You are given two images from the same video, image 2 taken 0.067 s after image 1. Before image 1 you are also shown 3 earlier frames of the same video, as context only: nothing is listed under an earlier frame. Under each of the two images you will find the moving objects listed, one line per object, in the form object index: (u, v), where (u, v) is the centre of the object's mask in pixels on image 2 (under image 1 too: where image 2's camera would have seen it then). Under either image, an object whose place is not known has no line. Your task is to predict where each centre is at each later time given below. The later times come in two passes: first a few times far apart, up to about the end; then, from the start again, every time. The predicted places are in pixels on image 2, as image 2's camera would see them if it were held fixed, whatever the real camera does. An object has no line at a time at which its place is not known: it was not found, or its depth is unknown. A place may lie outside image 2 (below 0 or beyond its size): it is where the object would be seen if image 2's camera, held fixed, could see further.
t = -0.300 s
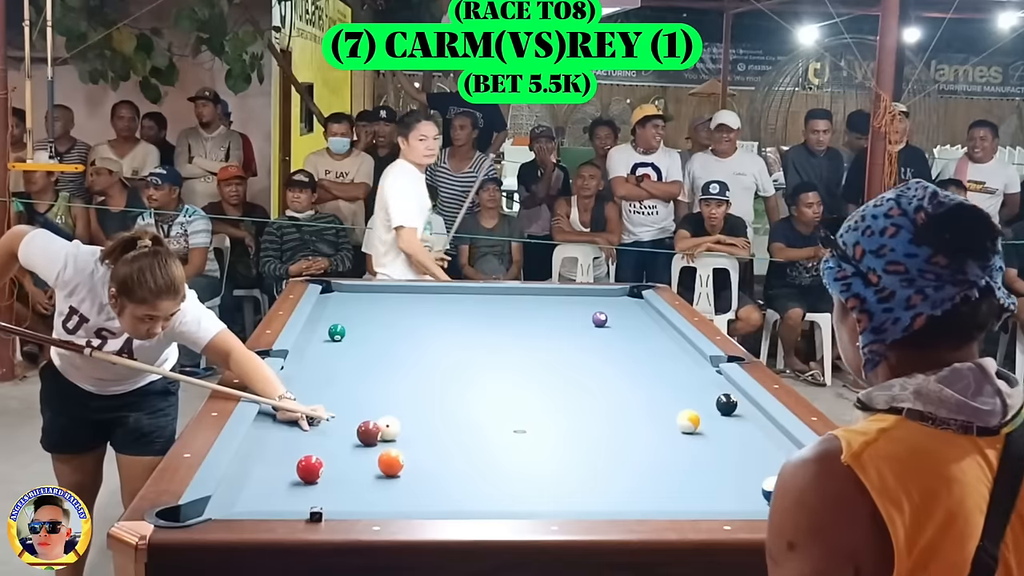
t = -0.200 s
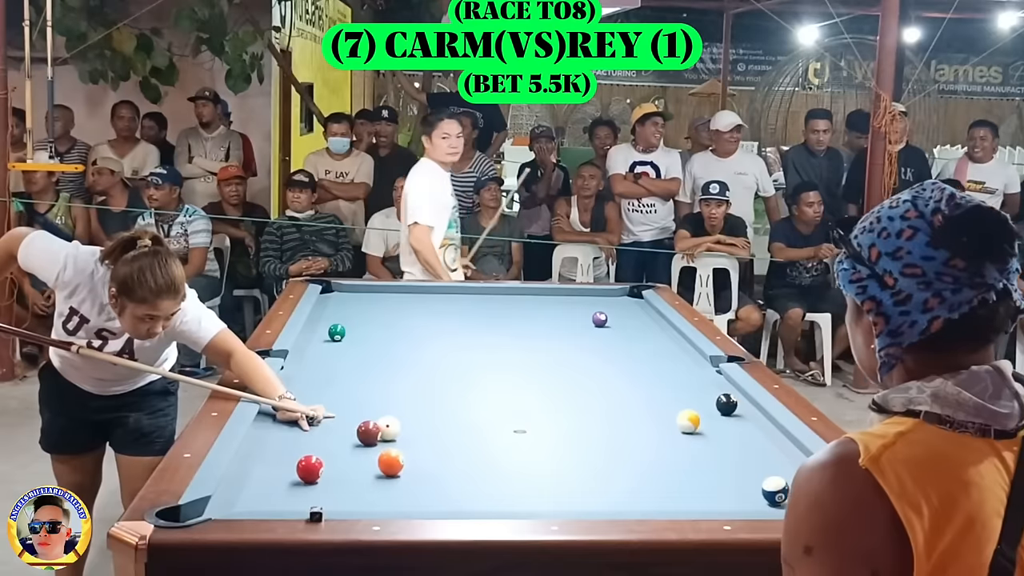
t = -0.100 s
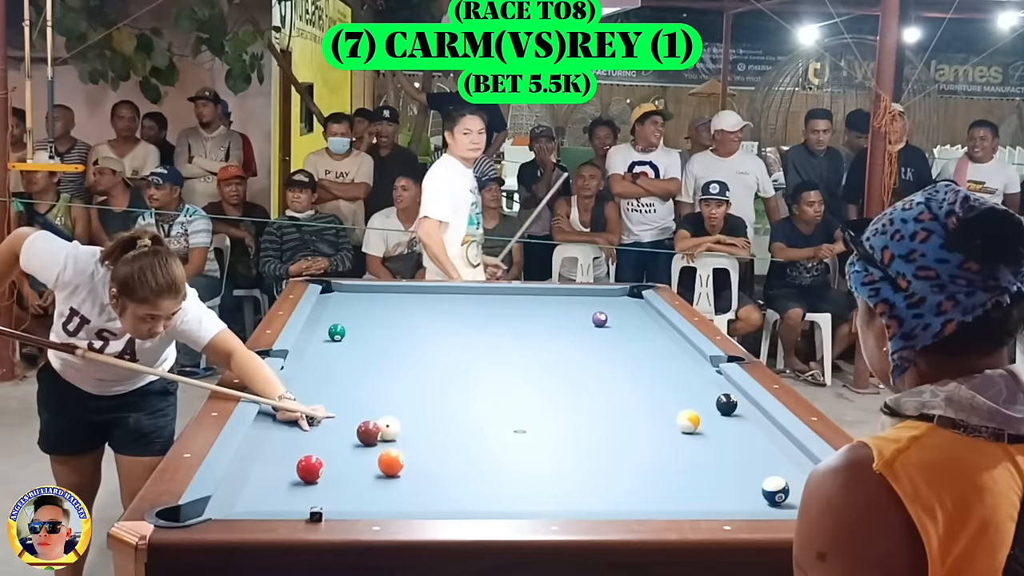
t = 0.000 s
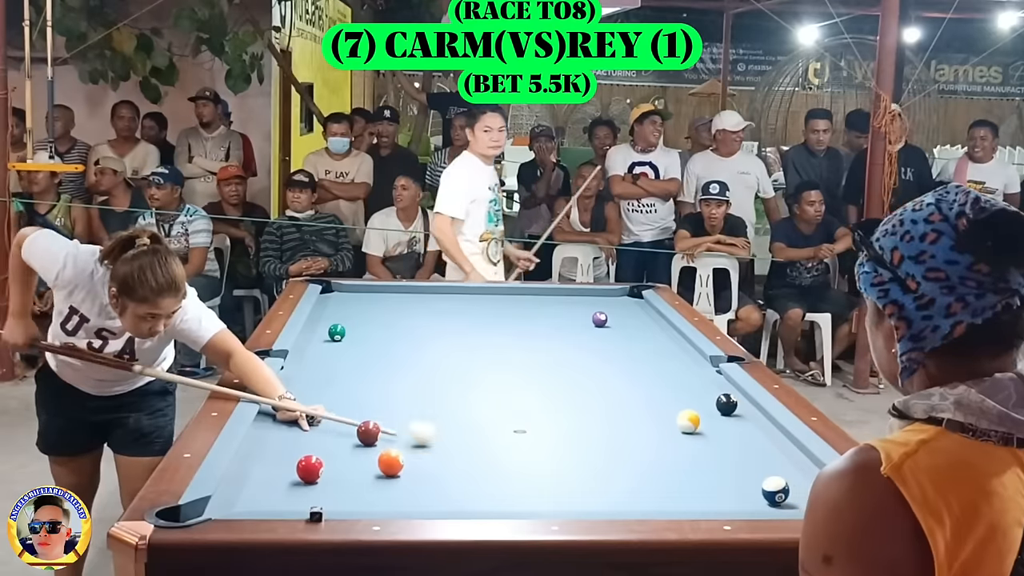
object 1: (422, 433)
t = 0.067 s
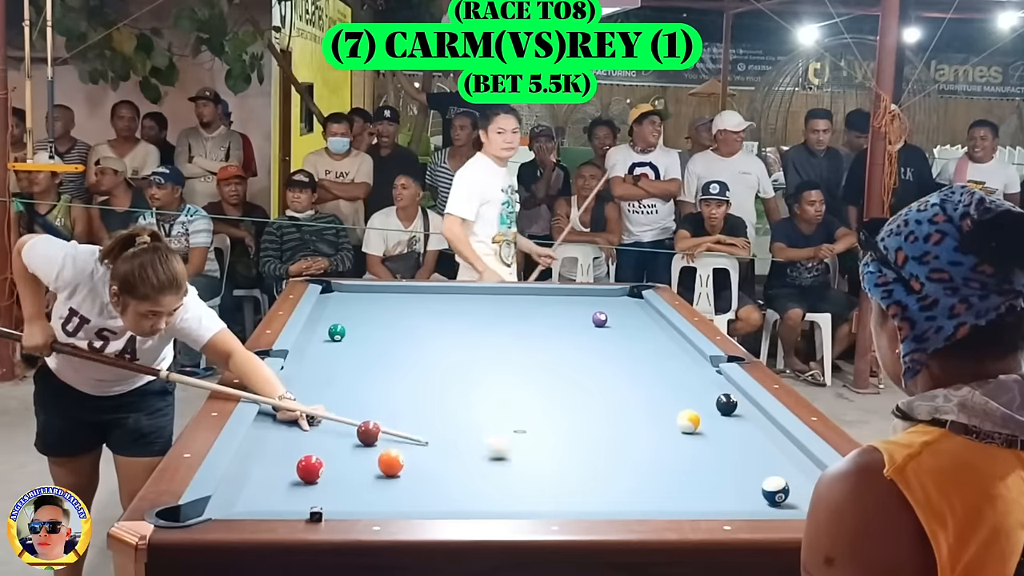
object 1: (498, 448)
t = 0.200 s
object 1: (649, 469)
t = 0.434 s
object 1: (760, 483)
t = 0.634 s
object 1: (778, 480)
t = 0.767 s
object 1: (783, 475)
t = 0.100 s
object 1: (538, 458)
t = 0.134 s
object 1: (576, 459)
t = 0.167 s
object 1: (612, 464)
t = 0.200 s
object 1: (649, 469)
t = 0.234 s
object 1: (685, 475)
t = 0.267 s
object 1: (721, 481)
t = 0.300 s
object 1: (749, 485)
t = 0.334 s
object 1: (752, 484)
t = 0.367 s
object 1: (754, 484)
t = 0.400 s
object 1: (757, 483)
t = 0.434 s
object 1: (760, 483)
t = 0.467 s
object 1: (763, 482)
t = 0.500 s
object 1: (766, 482)
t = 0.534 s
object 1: (769, 481)
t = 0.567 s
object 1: (771, 481)
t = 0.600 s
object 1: (775, 480)
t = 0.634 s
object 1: (778, 480)
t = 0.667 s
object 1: (780, 479)
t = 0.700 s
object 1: (783, 479)
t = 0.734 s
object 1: (784, 477)
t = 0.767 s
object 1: (783, 475)
